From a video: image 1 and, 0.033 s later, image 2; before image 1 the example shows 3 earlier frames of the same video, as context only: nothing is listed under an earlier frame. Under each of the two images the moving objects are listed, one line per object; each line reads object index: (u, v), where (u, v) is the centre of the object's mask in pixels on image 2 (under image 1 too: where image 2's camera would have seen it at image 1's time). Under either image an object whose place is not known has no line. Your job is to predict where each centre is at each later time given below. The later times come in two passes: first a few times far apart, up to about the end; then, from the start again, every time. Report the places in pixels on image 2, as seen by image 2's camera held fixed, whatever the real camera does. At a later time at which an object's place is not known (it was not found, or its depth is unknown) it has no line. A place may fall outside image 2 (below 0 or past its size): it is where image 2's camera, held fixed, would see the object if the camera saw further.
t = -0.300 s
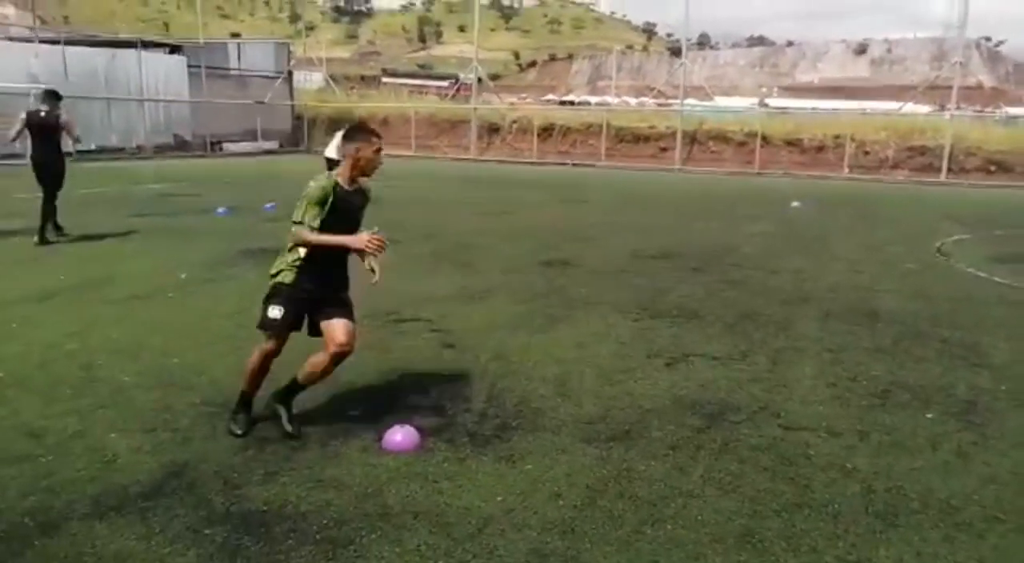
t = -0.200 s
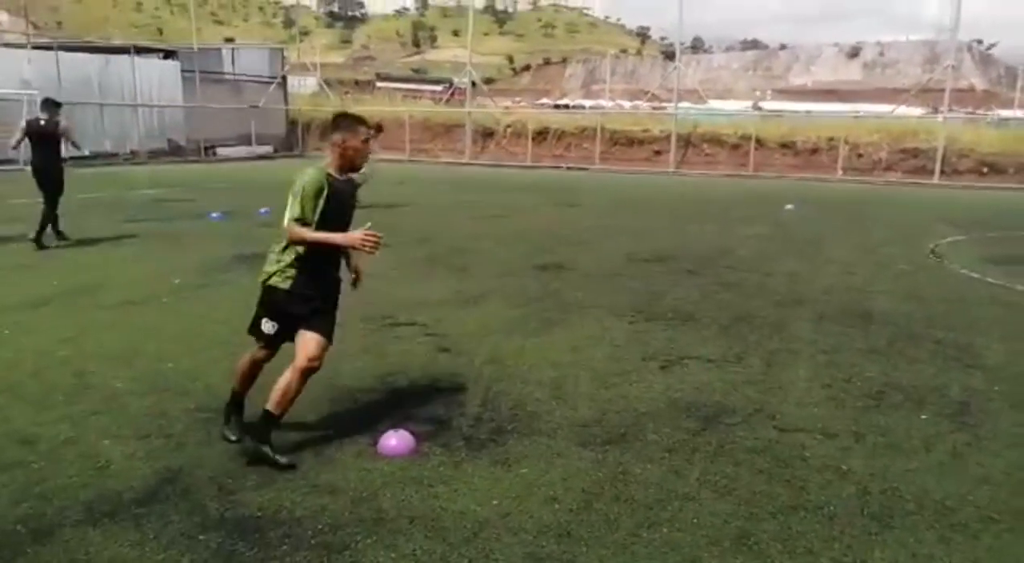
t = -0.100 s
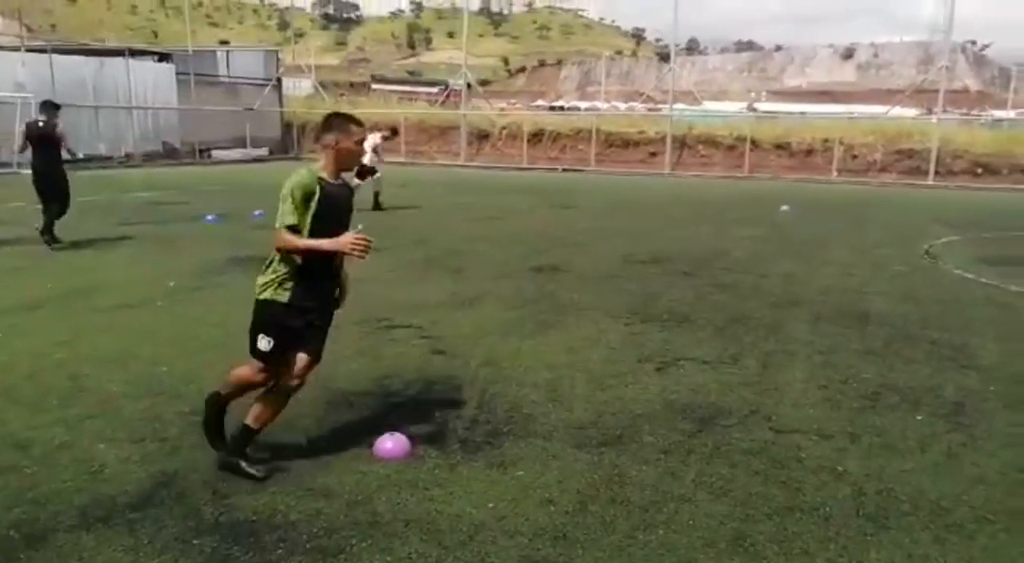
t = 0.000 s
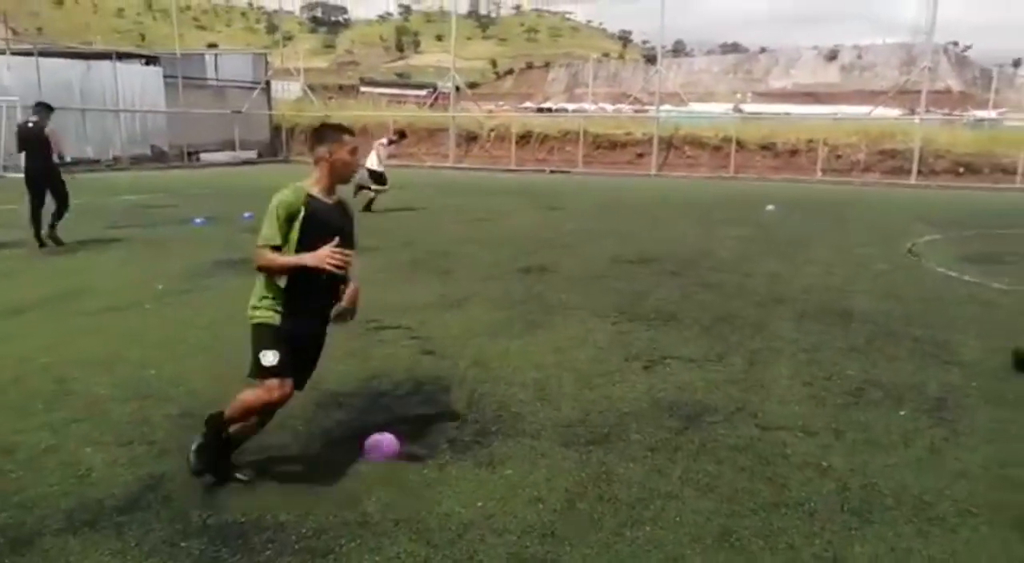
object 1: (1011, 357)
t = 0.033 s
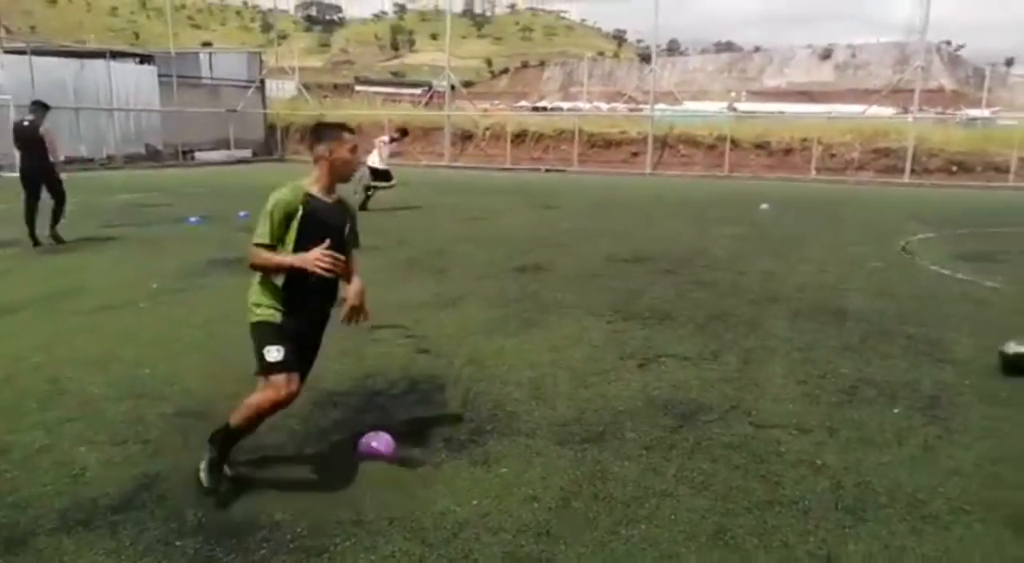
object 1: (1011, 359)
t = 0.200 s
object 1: (979, 386)
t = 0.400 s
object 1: (921, 429)
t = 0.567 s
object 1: (859, 479)
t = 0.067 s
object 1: (1011, 363)
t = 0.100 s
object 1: (1004, 369)
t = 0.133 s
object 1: (996, 376)
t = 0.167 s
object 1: (988, 380)
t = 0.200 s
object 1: (979, 386)
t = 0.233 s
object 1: (971, 394)
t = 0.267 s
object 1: (961, 400)
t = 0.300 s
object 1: (952, 406)
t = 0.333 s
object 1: (943, 414)
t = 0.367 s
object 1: (932, 422)
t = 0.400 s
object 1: (921, 429)
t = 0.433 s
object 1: (910, 438)
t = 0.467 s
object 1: (900, 448)
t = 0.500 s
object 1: (886, 458)
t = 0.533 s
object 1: (872, 468)
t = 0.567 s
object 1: (859, 479)
